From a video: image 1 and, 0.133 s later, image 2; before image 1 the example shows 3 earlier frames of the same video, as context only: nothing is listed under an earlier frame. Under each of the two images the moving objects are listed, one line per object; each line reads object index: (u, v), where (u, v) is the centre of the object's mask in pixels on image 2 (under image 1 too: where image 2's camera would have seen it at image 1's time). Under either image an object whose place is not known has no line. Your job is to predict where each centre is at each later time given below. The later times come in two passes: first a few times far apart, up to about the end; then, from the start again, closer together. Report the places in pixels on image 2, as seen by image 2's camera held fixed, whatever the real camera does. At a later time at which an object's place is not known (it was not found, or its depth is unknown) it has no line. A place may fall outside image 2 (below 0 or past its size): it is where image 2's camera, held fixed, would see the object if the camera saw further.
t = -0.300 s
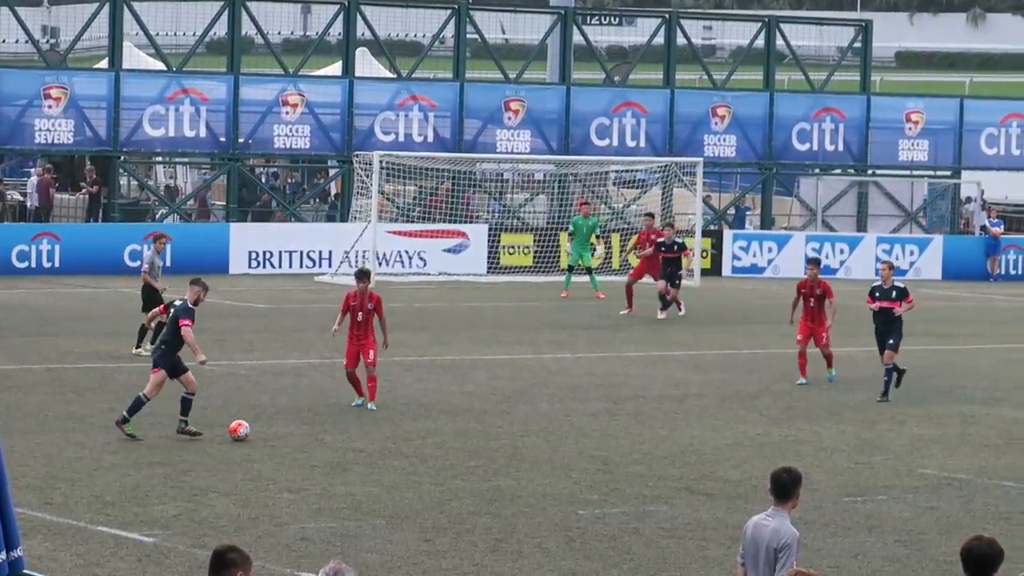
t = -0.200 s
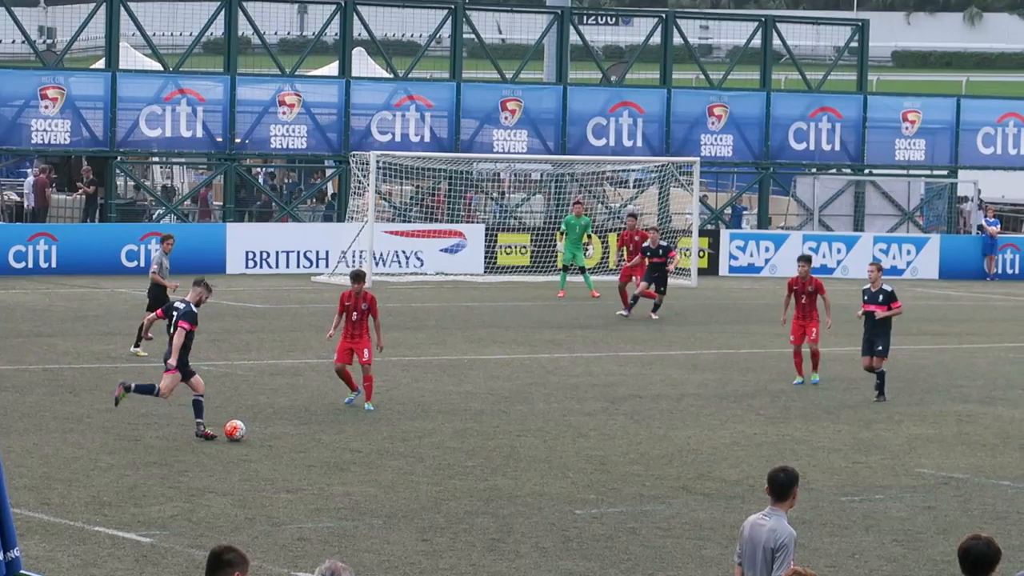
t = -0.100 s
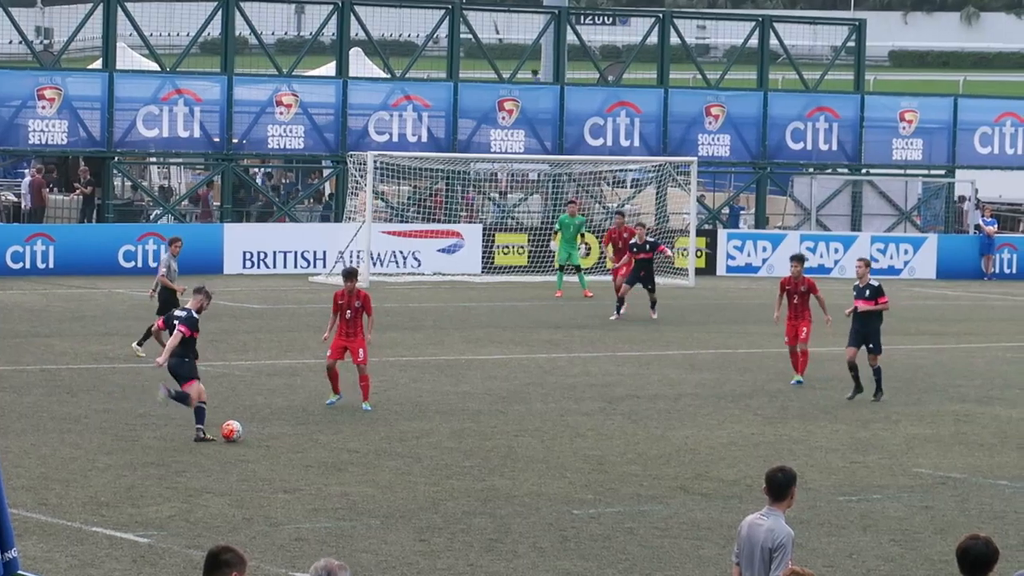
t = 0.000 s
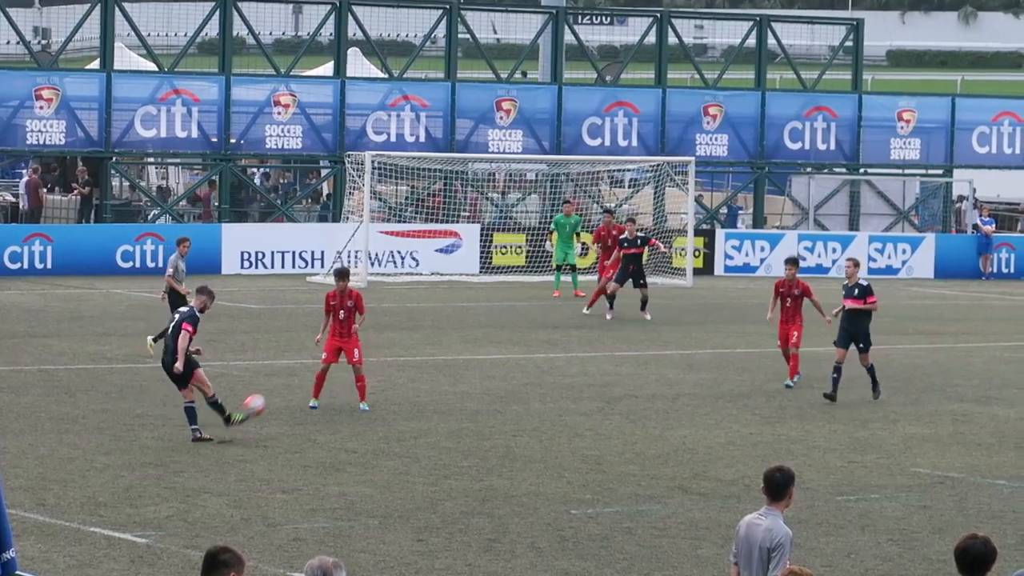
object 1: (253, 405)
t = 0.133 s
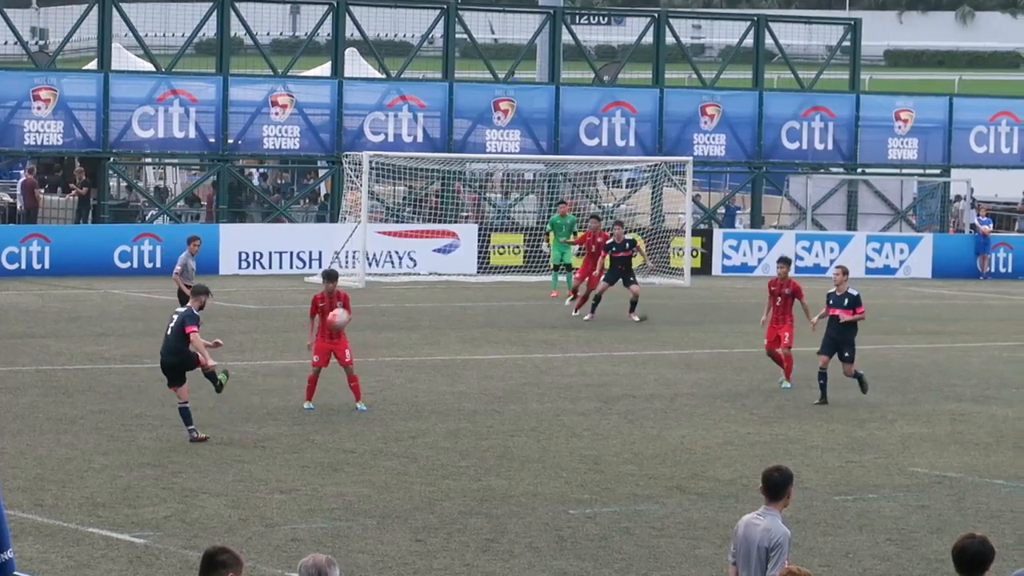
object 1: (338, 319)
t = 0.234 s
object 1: (394, 266)
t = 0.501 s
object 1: (514, 168)
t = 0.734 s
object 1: (598, 131)
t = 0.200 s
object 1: (375, 283)
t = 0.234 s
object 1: (394, 266)
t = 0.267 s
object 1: (411, 252)
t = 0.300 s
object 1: (428, 237)
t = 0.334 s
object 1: (445, 221)
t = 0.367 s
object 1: (460, 208)
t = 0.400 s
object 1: (474, 198)
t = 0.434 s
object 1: (489, 187)
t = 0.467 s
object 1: (502, 178)
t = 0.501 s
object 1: (514, 168)
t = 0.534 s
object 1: (529, 161)
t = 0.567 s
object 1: (542, 153)
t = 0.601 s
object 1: (554, 147)
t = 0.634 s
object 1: (565, 142)
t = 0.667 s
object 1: (576, 138)
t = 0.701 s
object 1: (587, 134)
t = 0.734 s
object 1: (598, 131)
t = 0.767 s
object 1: (609, 129)
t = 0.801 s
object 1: (617, 126)
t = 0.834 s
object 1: (628, 127)
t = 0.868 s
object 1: (636, 126)
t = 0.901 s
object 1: (646, 124)
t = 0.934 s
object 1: (655, 125)
